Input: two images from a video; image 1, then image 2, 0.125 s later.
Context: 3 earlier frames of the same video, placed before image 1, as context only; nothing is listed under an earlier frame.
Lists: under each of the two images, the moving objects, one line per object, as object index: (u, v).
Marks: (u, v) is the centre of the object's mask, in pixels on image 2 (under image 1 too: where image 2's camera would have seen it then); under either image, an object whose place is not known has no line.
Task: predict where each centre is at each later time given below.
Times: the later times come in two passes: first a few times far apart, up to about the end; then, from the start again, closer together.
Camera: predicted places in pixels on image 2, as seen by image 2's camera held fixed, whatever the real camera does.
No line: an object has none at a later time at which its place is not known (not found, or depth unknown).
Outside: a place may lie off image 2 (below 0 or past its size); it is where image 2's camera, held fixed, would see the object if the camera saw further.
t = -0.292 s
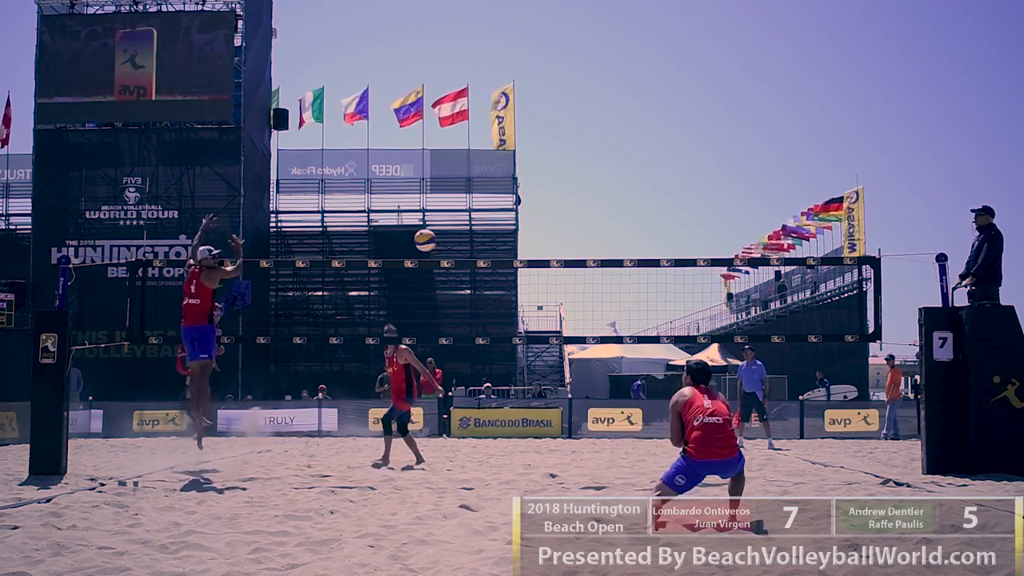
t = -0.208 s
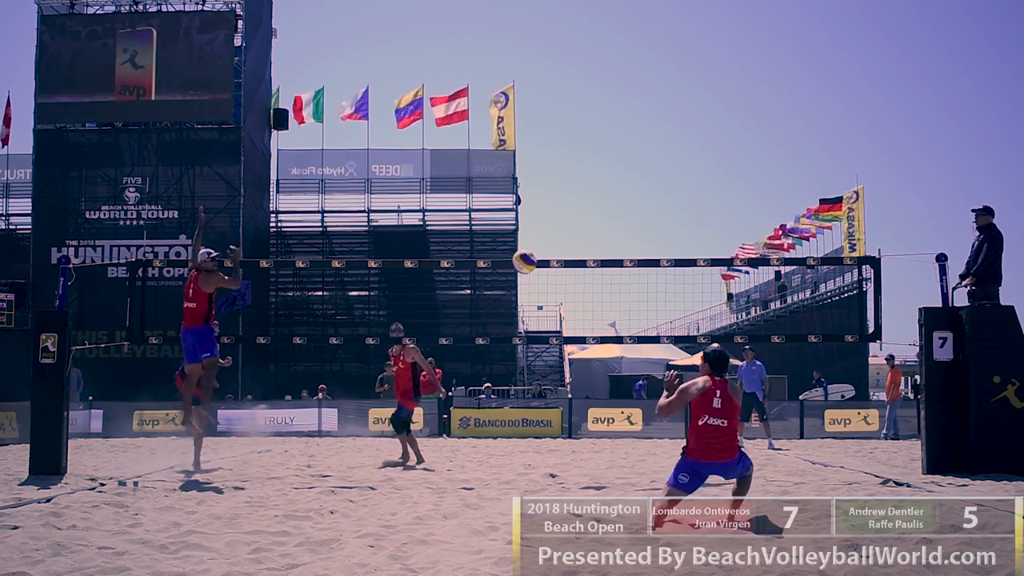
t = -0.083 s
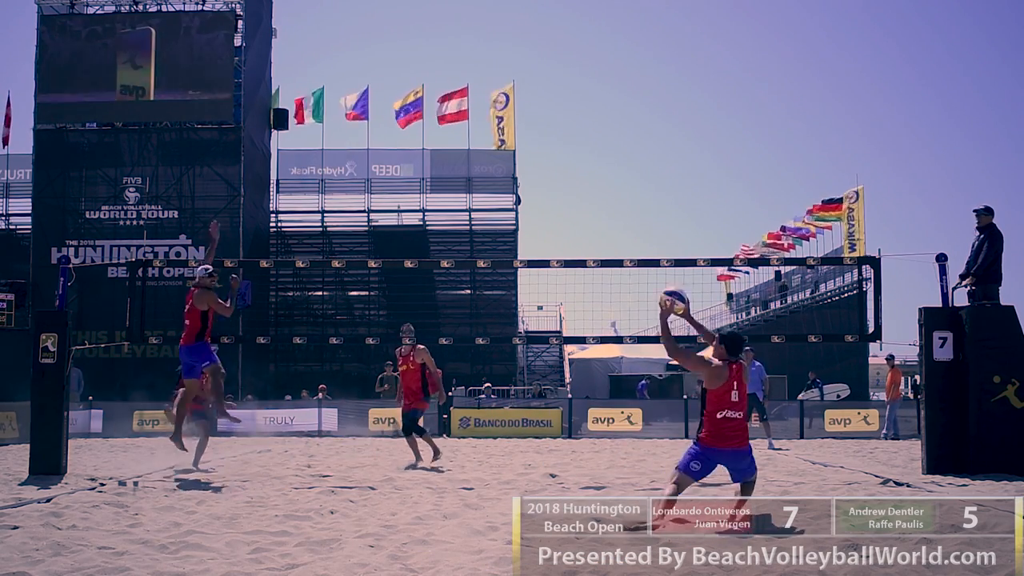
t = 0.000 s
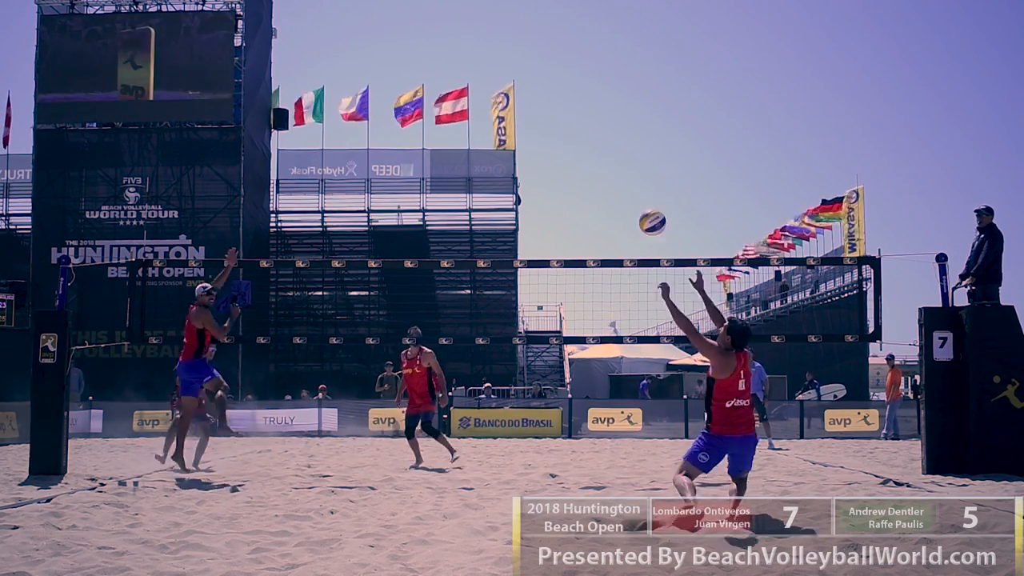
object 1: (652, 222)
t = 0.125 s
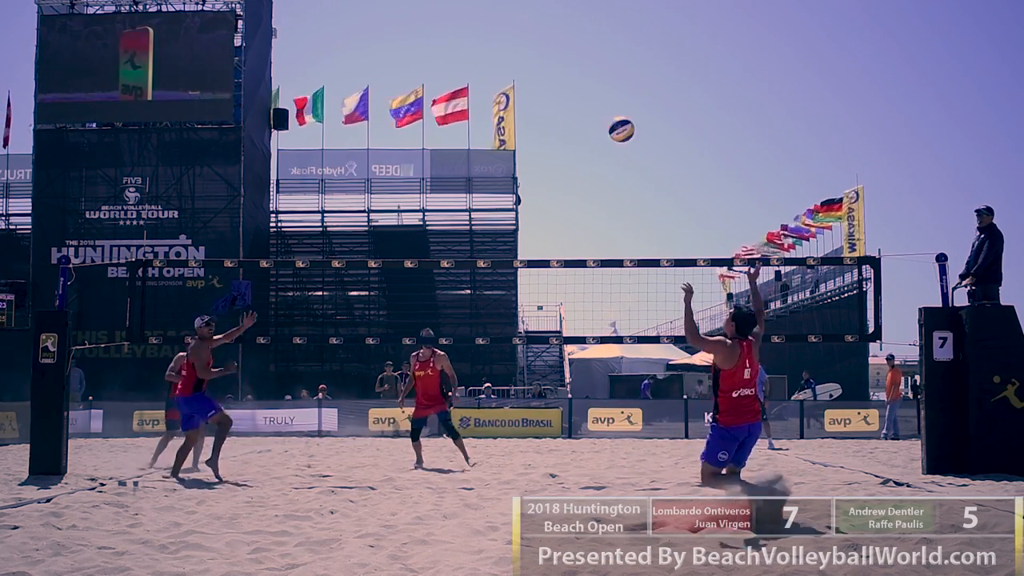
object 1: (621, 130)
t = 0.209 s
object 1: (601, 81)
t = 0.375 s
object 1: (566, 14)
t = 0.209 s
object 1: (601, 81)
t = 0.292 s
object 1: (583, 43)
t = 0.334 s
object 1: (575, 28)
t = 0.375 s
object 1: (566, 14)
